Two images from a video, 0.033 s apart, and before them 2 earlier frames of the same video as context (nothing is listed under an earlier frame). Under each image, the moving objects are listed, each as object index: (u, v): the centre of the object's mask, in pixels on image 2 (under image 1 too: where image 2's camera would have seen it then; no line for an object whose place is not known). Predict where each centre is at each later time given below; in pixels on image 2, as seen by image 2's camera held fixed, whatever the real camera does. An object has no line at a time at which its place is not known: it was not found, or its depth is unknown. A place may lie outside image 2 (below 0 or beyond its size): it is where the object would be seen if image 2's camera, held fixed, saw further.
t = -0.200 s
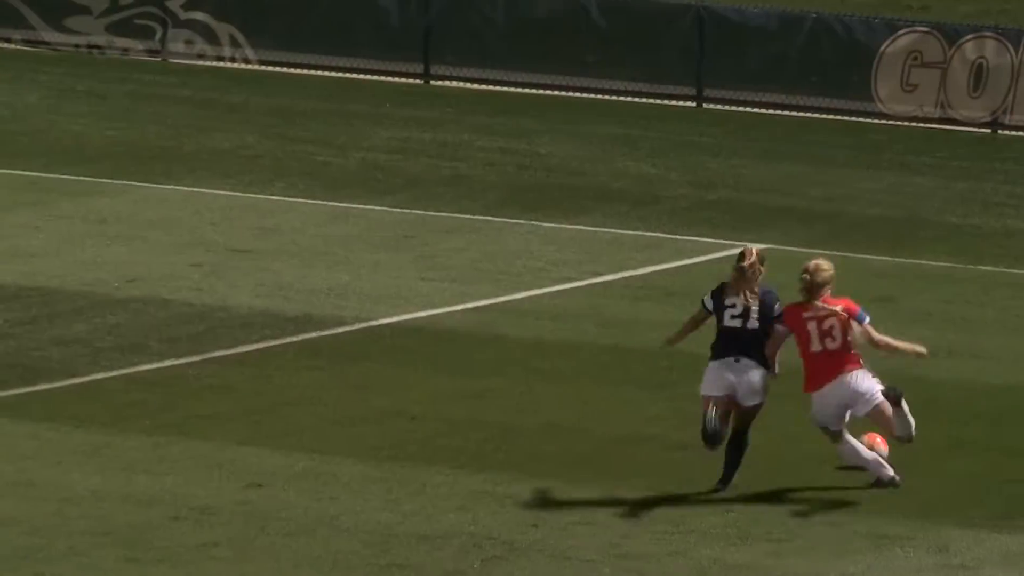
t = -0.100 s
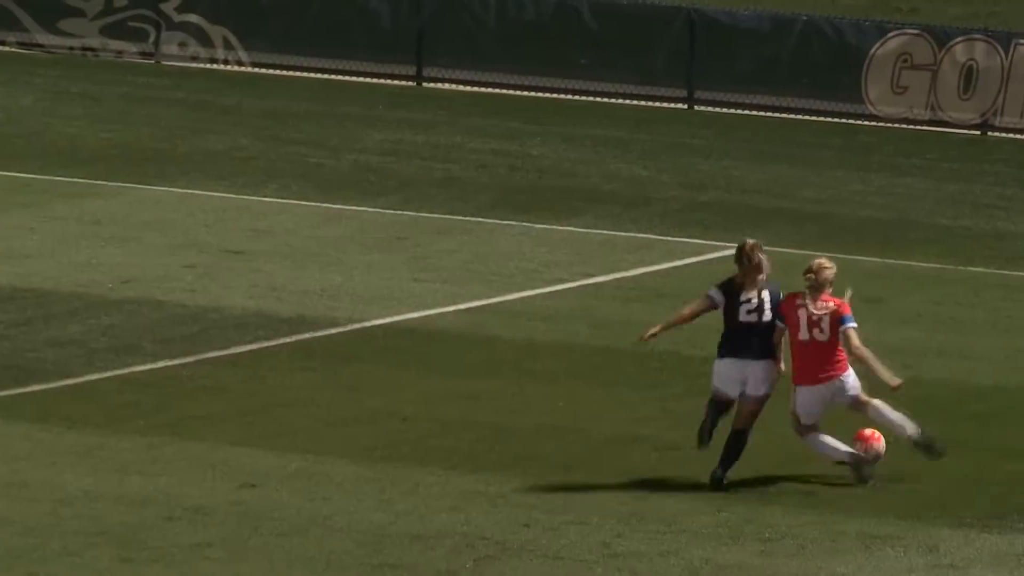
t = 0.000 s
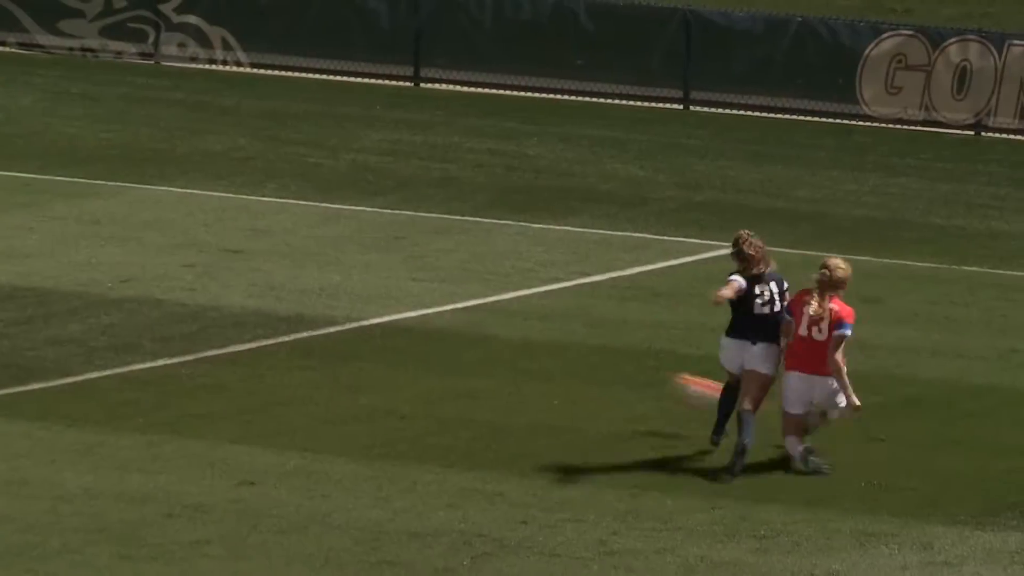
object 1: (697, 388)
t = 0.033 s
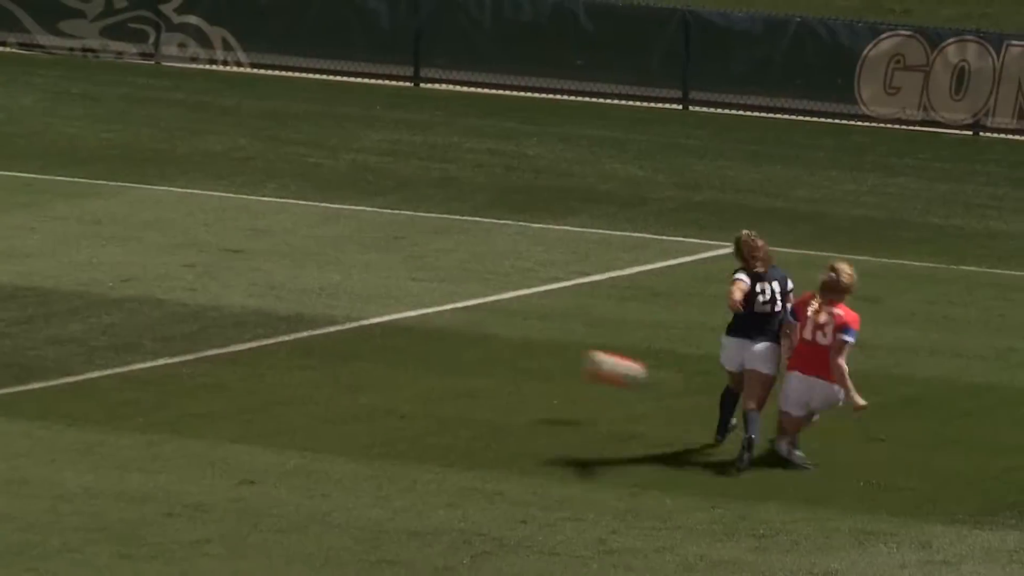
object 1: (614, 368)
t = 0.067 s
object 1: (531, 345)
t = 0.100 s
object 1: (451, 326)
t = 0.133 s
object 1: (365, 308)
